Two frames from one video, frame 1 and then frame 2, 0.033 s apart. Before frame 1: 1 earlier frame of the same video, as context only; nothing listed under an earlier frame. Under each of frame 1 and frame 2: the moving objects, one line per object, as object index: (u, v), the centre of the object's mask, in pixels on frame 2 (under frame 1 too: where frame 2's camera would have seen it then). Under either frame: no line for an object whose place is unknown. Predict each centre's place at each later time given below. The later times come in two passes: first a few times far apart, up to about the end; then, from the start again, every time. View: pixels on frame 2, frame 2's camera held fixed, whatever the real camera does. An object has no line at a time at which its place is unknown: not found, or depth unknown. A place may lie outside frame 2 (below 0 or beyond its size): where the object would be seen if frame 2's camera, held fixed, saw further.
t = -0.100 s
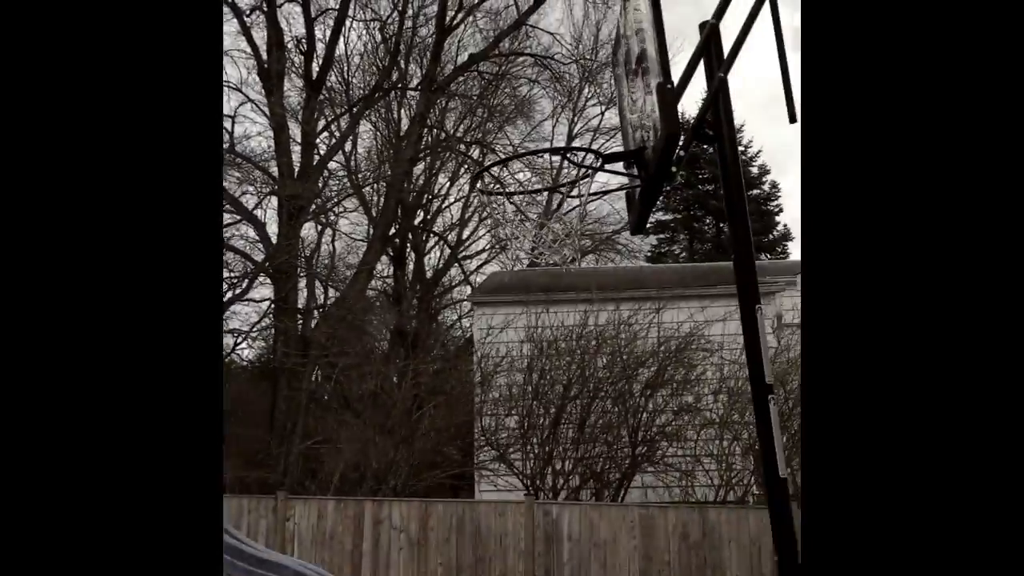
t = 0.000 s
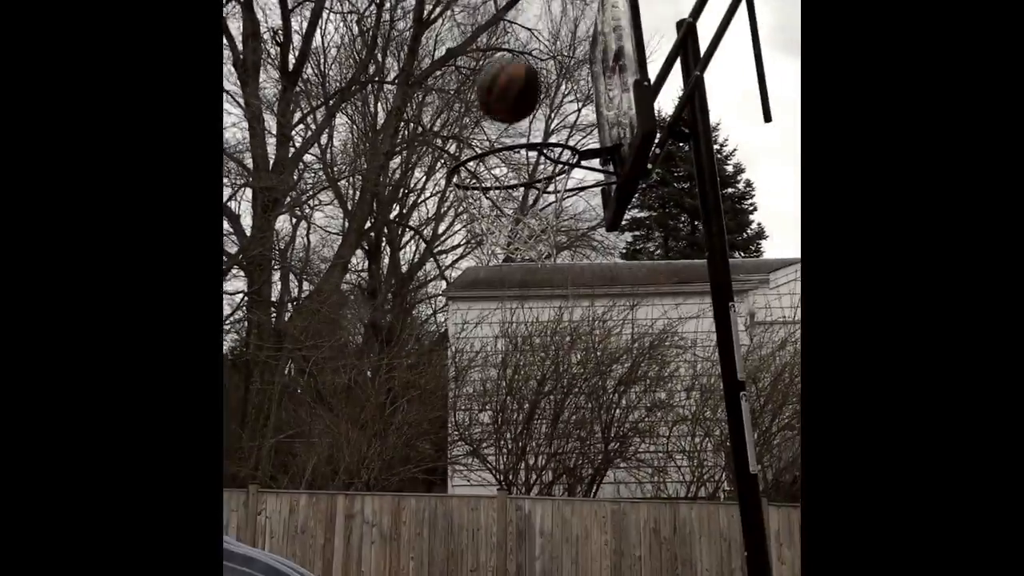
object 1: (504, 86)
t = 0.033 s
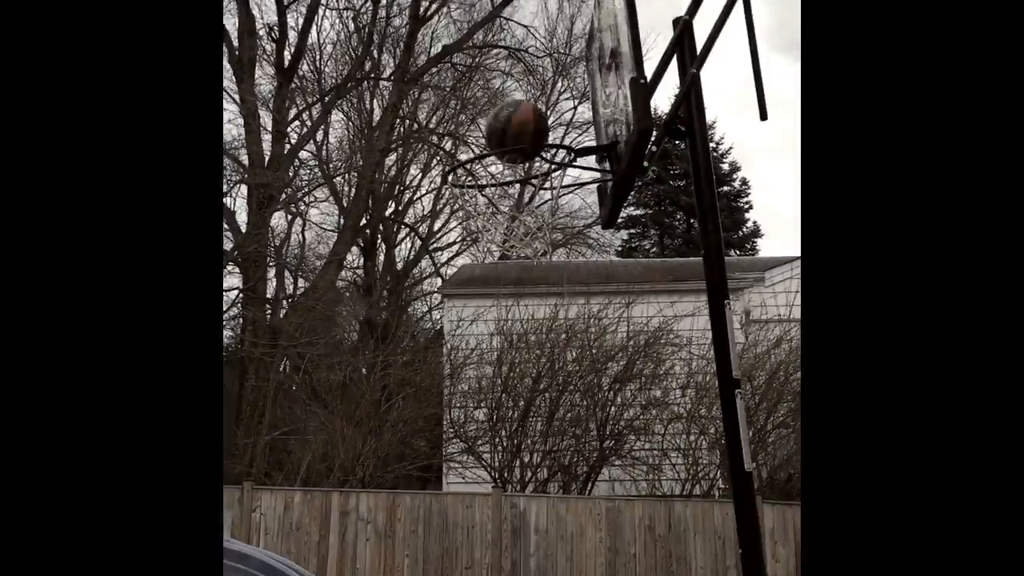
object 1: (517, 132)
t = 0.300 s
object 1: (473, 226)
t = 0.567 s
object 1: (526, 251)
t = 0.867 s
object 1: (628, 517)
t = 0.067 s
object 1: (520, 156)
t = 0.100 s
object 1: (523, 180)
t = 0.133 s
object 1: (516, 198)
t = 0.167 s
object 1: (503, 205)
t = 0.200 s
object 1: (492, 215)
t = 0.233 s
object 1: (481, 224)
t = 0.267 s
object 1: (475, 228)
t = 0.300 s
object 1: (473, 226)
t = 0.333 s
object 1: (473, 226)
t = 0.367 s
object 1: (475, 226)
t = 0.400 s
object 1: (481, 225)
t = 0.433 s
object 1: (491, 224)
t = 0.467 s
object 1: (500, 226)
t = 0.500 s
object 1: (508, 235)
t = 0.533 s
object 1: (517, 240)
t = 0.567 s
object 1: (526, 251)
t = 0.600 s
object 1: (535, 264)
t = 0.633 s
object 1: (547, 282)
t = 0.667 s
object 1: (557, 303)
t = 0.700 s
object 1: (567, 328)
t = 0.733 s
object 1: (579, 356)
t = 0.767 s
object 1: (590, 390)
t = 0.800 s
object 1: (602, 426)
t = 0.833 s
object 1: (615, 469)
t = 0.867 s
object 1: (628, 517)
